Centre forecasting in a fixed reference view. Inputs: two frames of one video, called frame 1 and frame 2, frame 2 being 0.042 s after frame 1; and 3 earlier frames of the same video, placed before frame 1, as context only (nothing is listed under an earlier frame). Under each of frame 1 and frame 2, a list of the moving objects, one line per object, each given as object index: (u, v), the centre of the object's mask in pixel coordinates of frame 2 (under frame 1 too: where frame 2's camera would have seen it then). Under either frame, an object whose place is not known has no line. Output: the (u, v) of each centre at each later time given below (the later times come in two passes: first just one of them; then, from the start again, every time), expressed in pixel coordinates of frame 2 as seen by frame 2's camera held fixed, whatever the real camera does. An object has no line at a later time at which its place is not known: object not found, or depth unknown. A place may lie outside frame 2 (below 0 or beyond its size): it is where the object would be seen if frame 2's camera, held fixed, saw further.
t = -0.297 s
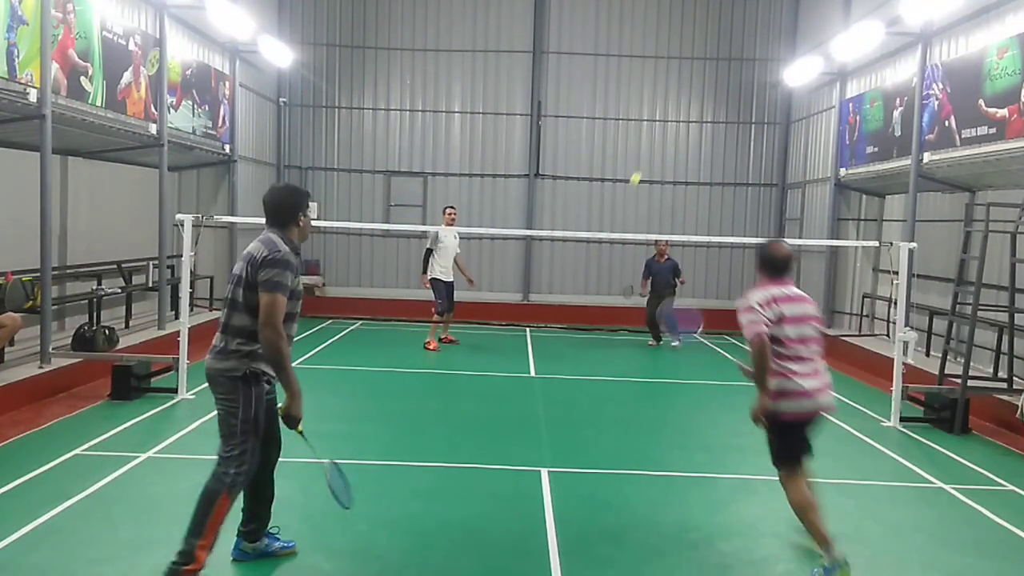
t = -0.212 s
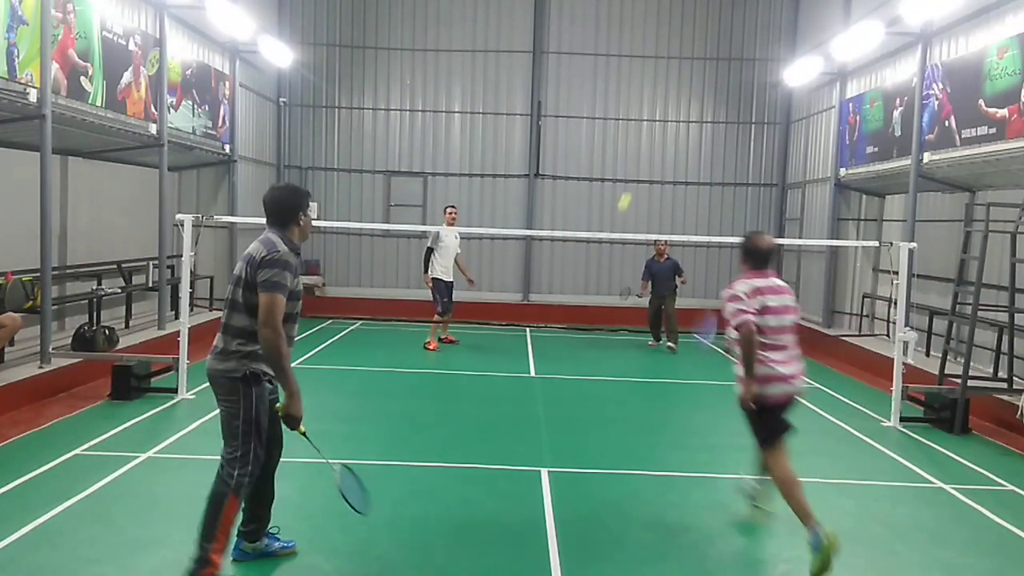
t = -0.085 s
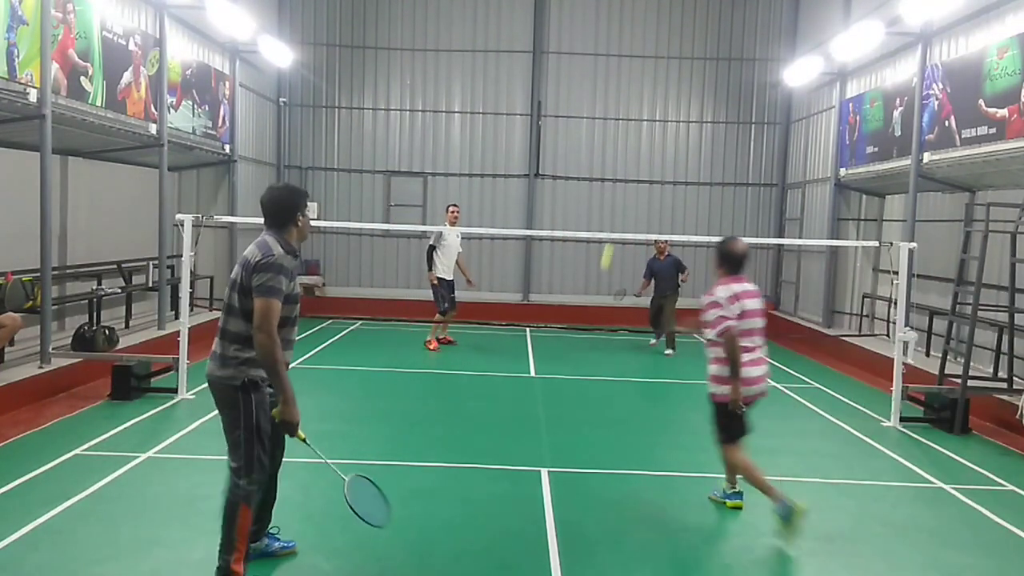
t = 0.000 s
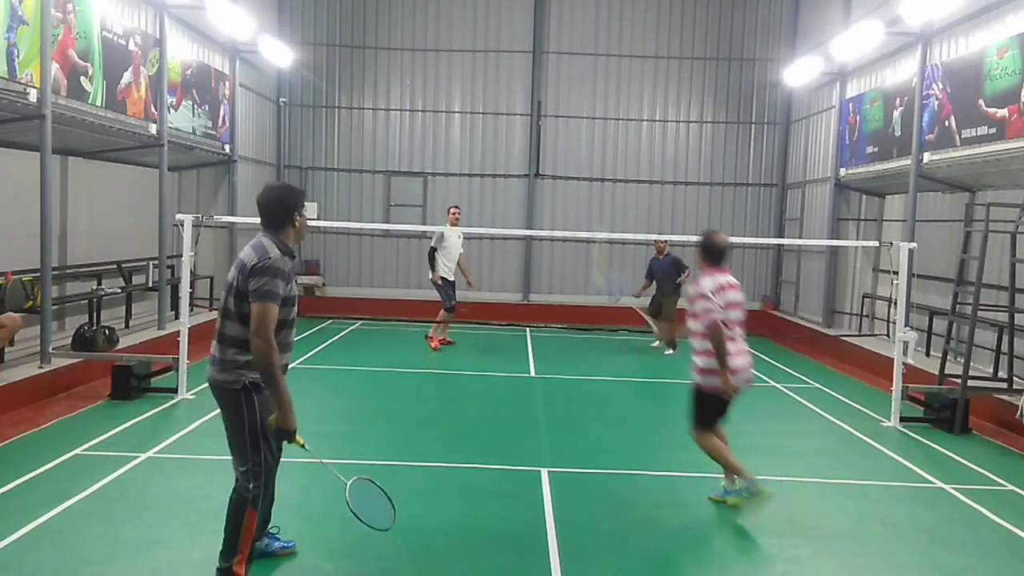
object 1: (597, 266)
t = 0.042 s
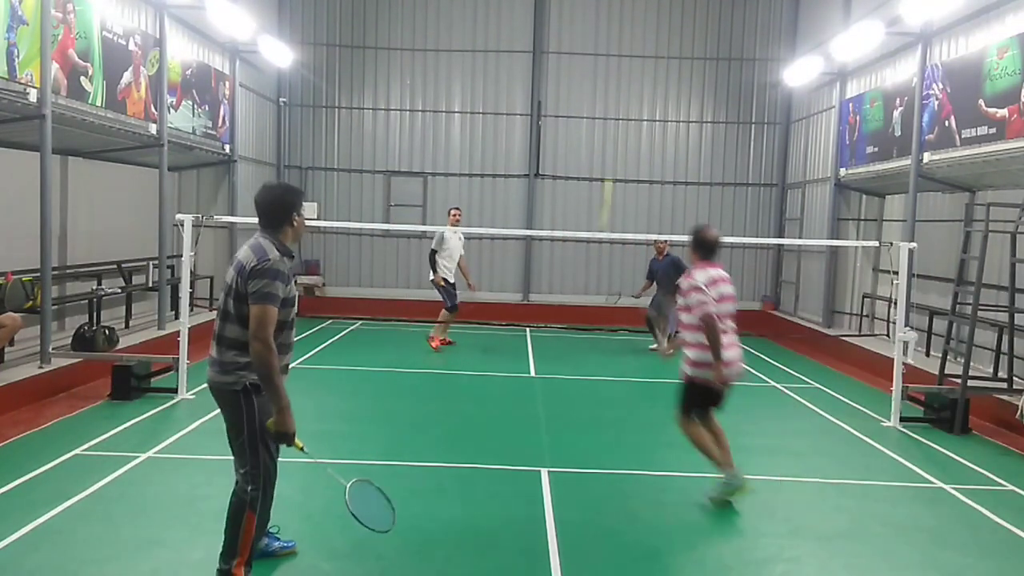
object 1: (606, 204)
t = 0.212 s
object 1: (612, 123)
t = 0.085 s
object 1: (608, 171)
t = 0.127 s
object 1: (610, 151)
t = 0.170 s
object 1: (611, 134)
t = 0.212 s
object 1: (612, 123)
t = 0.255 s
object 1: (614, 116)
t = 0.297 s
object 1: (614, 111)
